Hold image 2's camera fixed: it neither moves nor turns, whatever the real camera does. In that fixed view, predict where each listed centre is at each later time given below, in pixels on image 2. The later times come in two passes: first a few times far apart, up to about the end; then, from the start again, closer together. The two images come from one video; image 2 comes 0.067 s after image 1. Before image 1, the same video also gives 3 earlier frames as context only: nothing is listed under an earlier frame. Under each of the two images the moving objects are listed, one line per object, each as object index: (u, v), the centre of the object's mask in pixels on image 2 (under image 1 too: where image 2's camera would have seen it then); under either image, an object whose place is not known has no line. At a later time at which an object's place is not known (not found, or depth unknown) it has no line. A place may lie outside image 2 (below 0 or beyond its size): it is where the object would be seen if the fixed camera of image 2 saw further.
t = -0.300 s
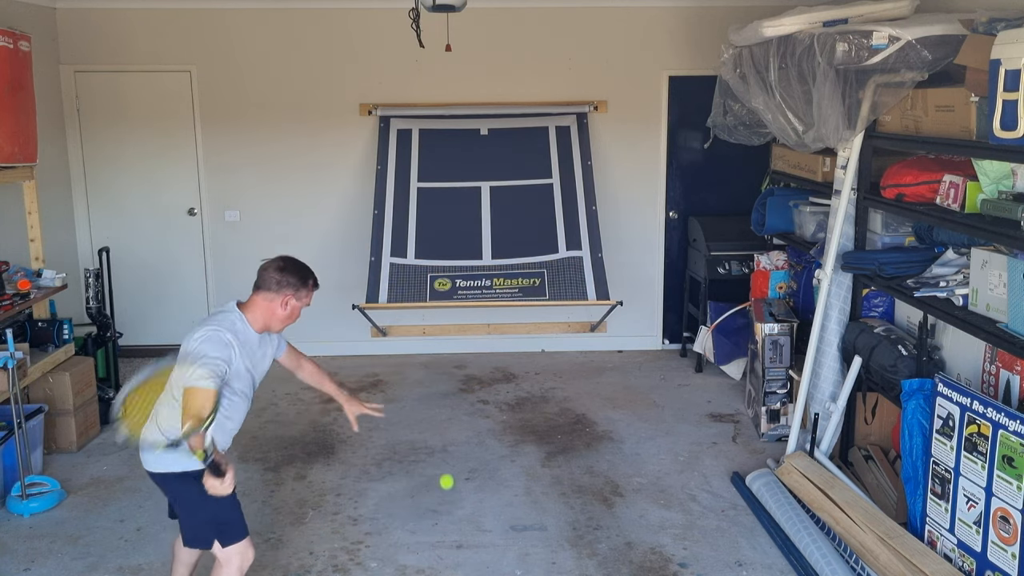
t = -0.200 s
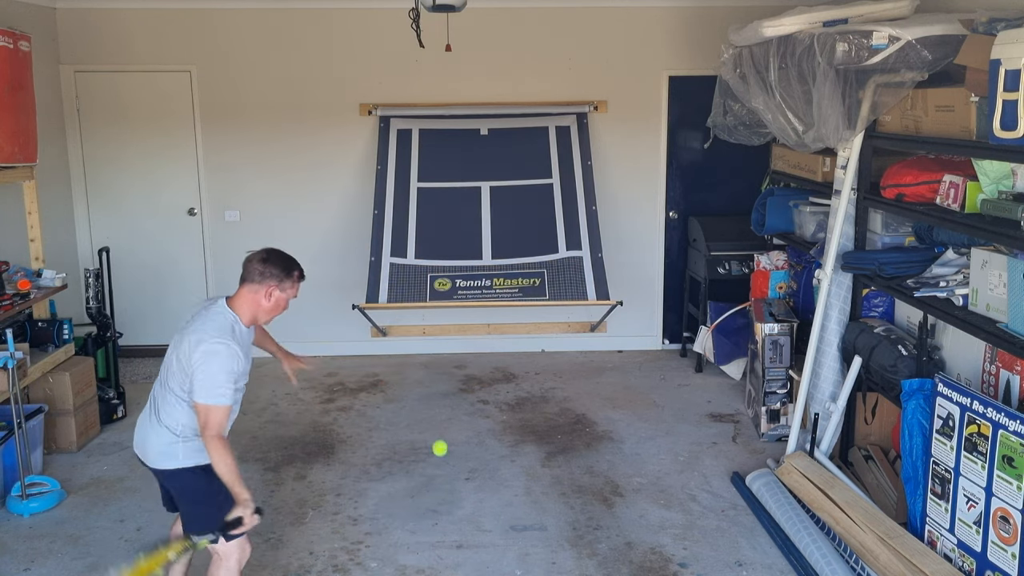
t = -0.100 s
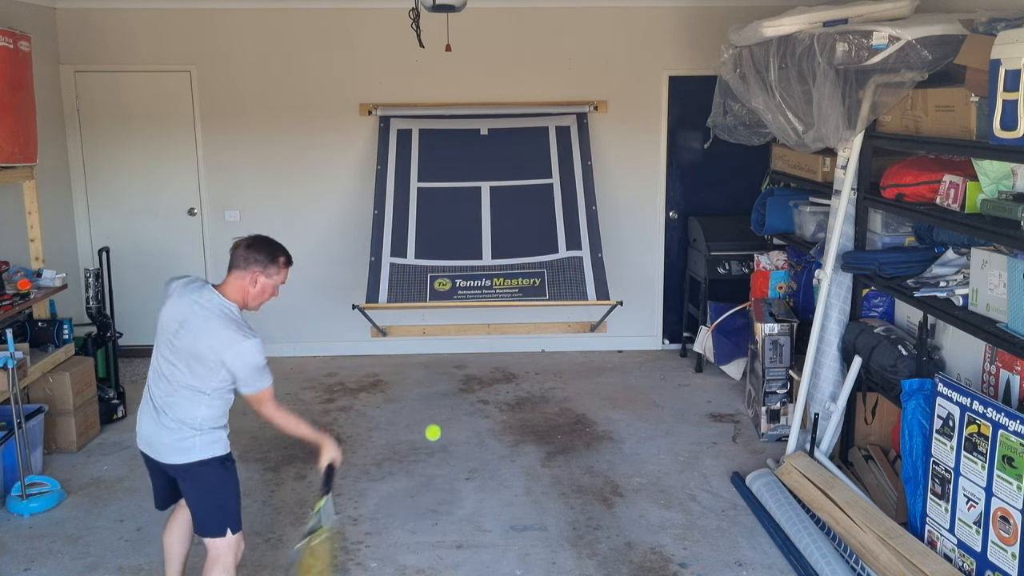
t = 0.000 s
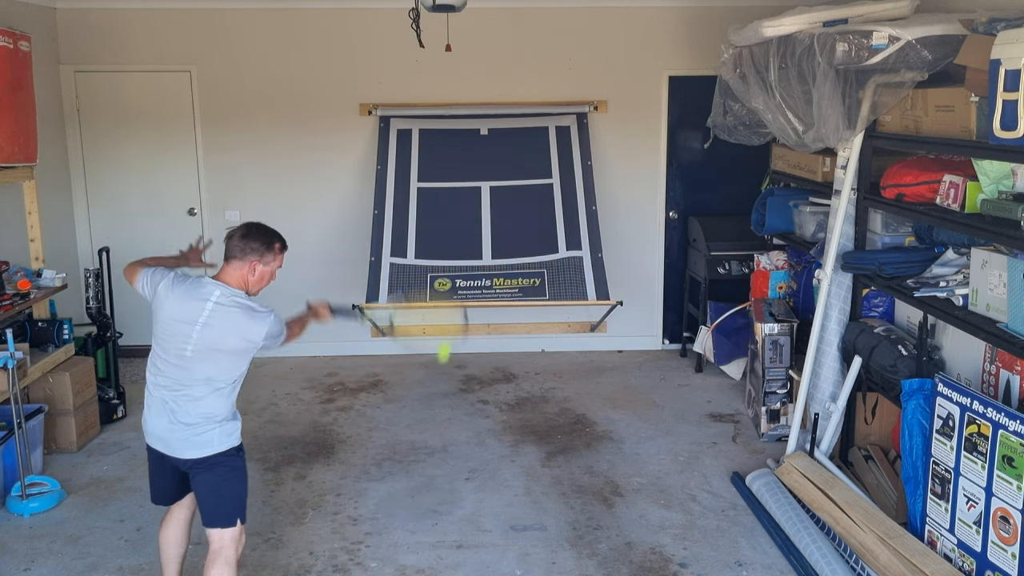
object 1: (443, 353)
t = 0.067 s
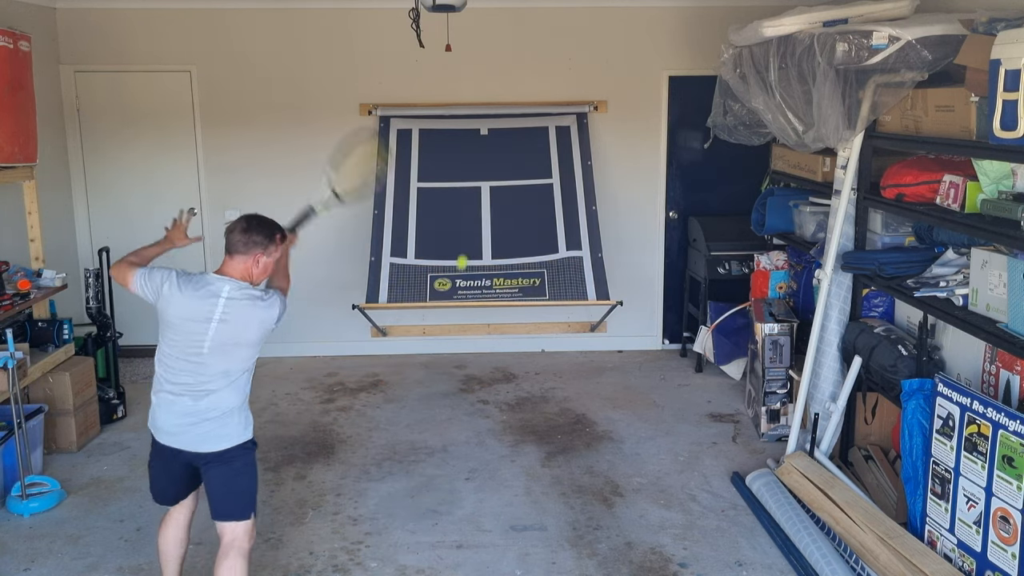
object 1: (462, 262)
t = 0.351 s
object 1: (479, 117)
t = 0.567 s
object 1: (480, 130)
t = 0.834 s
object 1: (480, 180)
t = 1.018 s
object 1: (479, 234)
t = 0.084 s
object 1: (465, 247)
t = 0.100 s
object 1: (468, 233)
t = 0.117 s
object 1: (470, 216)
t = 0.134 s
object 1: (472, 196)
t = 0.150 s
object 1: (473, 175)
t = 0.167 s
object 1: (474, 154)
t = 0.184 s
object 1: (475, 135)
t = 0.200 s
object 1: (476, 118)
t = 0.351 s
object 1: (479, 117)
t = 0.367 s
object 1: (479, 118)
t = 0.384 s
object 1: (479, 119)
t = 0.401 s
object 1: (479, 119)
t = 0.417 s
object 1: (479, 119)
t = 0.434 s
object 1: (479, 120)
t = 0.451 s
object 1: (479, 120)
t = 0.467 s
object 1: (479, 121)
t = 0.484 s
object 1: (479, 122)
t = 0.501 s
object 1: (479, 123)
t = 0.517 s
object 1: (479, 124)
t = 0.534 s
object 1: (479, 126)
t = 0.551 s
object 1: (480, 128)
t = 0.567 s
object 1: (480, 130)
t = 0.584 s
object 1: (480, 132)
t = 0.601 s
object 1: (479, 134)
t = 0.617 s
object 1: (479, 137)
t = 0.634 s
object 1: (479, 140)
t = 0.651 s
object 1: (480, 142)
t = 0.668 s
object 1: (479, 146)
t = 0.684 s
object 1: (479, 149)
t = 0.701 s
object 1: (480, 152)
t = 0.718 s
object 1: (480, 155)
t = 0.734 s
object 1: (480, 159)
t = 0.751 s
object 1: (480, 162)
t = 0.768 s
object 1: (480, 165)
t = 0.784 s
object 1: (480, 169)
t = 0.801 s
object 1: (480, 173)
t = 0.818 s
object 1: (480, 177)
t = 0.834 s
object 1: (480, 180)
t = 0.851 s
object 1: (480, 185)
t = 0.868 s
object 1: (480, 190)
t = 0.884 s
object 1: (480, 194)
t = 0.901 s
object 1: (480, 198)
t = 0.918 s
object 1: (480, 203)
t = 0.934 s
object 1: (480, 208)
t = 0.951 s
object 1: (480, 213)
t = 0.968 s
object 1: (480, 218)
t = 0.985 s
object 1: (480, 224)
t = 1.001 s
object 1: (480, 229)
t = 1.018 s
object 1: (479, 234)
